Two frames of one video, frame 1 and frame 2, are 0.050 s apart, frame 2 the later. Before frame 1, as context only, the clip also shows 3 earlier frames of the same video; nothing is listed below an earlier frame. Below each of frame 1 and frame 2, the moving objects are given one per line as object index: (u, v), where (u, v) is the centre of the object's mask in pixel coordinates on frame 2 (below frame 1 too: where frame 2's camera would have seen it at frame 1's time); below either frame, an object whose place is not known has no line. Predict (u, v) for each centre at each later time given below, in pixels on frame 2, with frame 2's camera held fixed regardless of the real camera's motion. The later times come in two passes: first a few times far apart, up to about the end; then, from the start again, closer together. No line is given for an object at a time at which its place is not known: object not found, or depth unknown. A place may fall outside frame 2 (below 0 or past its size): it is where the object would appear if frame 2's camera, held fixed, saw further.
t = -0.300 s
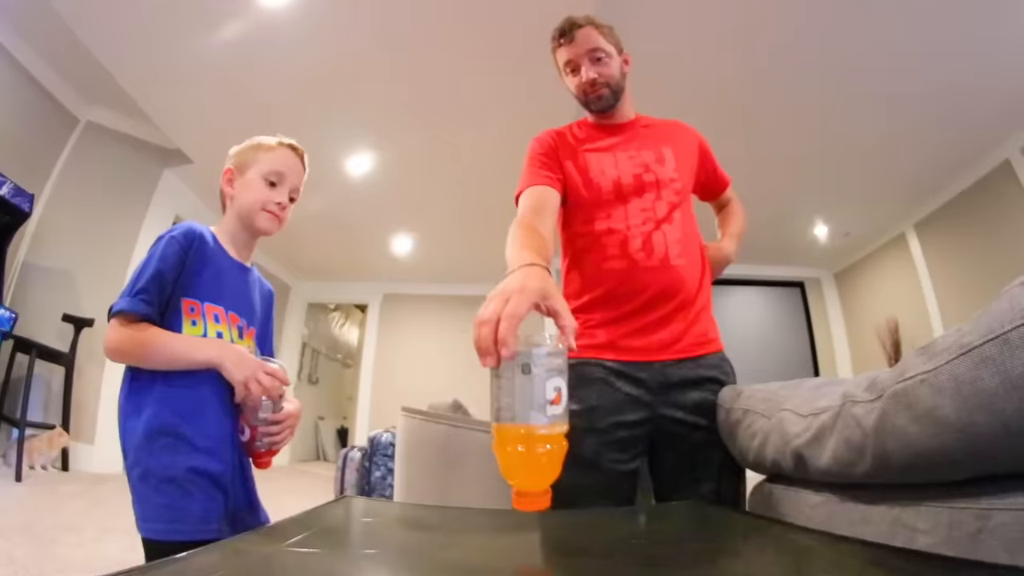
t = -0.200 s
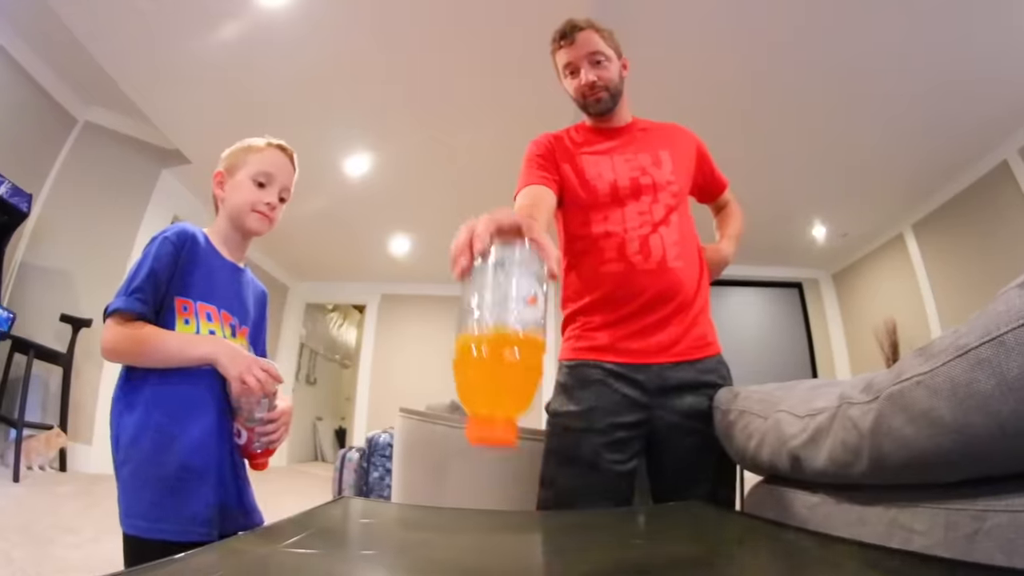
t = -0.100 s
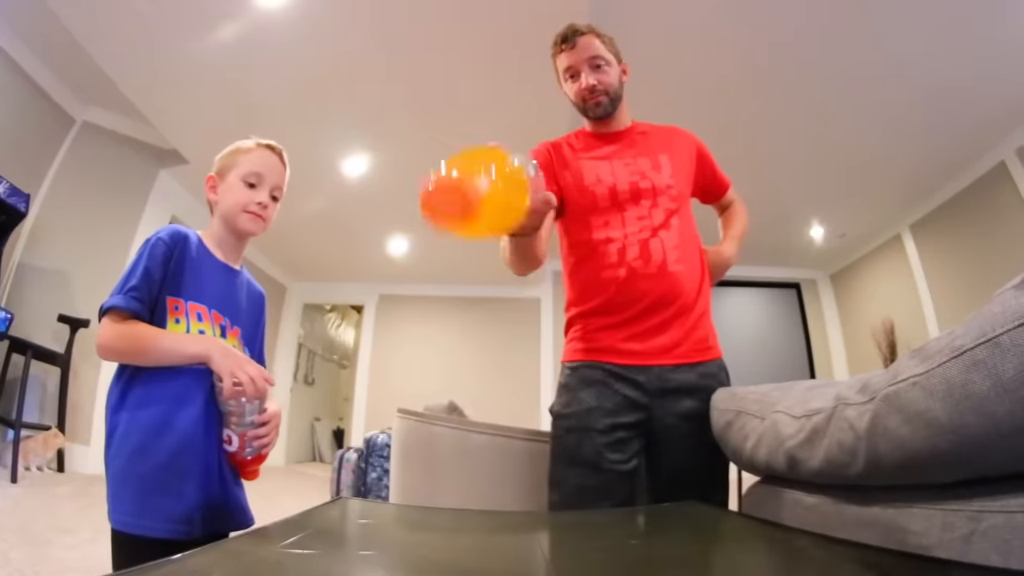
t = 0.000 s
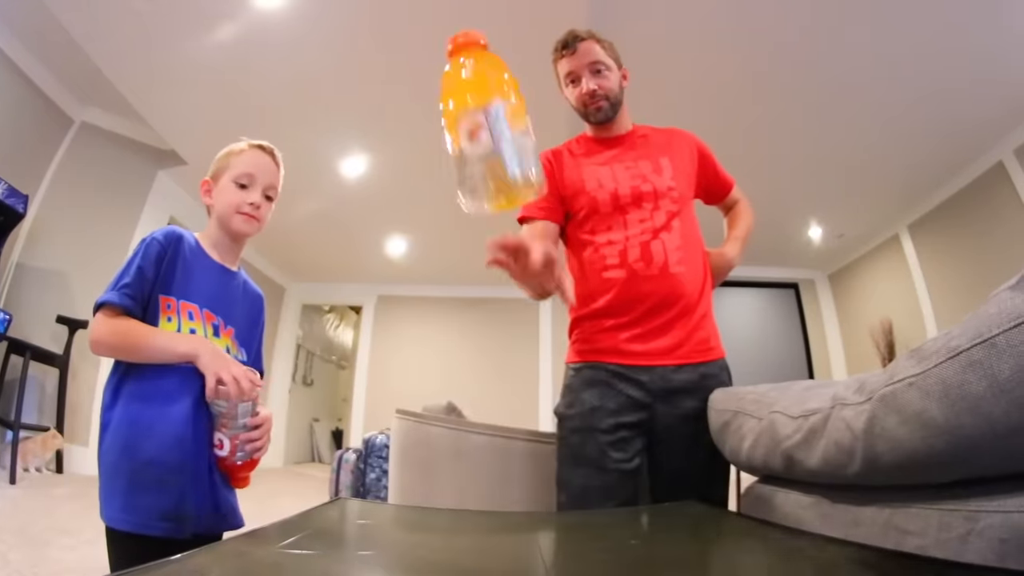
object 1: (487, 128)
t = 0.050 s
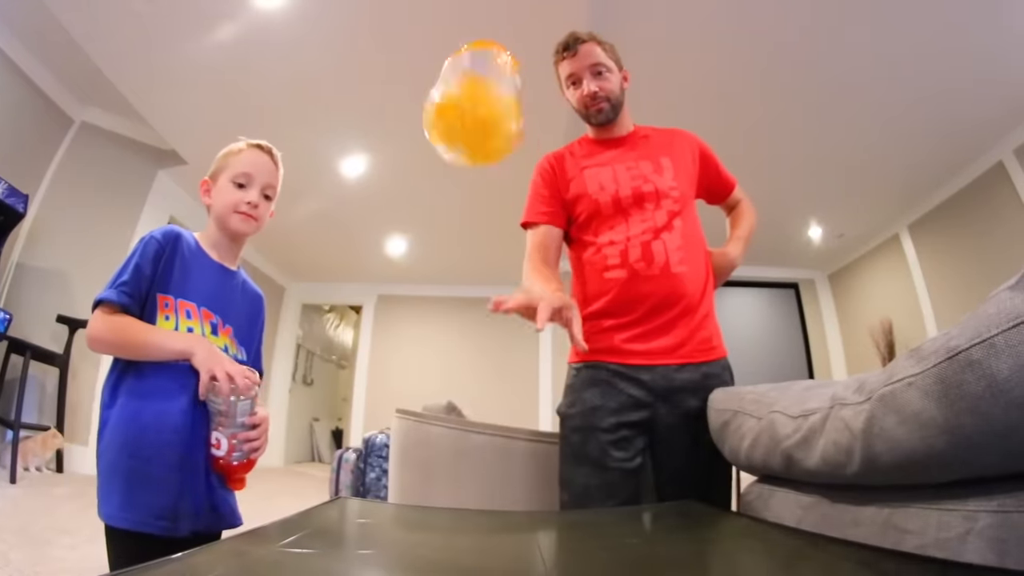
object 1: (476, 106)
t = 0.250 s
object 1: (461, 142)
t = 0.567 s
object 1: (365, 501)
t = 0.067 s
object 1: (467, 92)
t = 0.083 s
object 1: (462, 76)
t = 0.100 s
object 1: (461, 65)
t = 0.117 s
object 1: (461, 60)
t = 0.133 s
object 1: (462, 61)
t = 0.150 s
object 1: (463, 64)
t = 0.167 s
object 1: (463, 70)
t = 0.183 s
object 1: (463, 78)
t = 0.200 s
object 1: (463, 89)
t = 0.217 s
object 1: (463, 104)
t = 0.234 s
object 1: (462, 121)
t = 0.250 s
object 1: (461, 142)
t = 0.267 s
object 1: (460, 168)
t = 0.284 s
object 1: (458, 198)
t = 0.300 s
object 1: (456, 232)
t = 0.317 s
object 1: (452, 275)
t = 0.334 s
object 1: (450, 329)
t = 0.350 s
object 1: (448, 391)
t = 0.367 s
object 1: (443, 438)
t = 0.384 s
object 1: (438, 445)
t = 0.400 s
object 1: (432, 446)
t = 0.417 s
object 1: (430, 447)
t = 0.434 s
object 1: (429, 448)
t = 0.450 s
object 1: (426, 448)
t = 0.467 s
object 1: (421, 450)
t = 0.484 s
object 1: (416, 453)
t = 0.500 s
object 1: (407, 457)
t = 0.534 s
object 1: (388, 473)
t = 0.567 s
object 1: (365, 501)
